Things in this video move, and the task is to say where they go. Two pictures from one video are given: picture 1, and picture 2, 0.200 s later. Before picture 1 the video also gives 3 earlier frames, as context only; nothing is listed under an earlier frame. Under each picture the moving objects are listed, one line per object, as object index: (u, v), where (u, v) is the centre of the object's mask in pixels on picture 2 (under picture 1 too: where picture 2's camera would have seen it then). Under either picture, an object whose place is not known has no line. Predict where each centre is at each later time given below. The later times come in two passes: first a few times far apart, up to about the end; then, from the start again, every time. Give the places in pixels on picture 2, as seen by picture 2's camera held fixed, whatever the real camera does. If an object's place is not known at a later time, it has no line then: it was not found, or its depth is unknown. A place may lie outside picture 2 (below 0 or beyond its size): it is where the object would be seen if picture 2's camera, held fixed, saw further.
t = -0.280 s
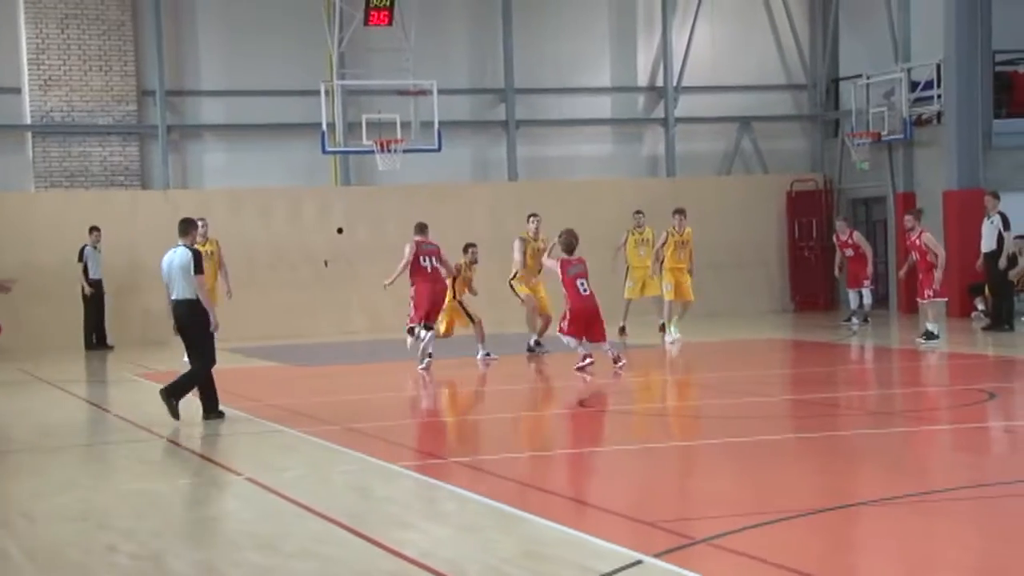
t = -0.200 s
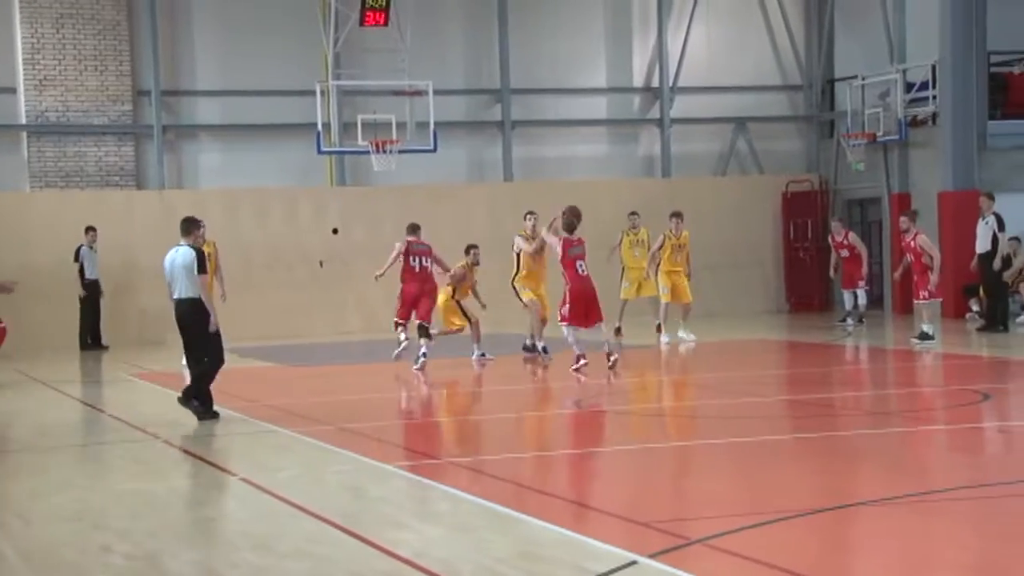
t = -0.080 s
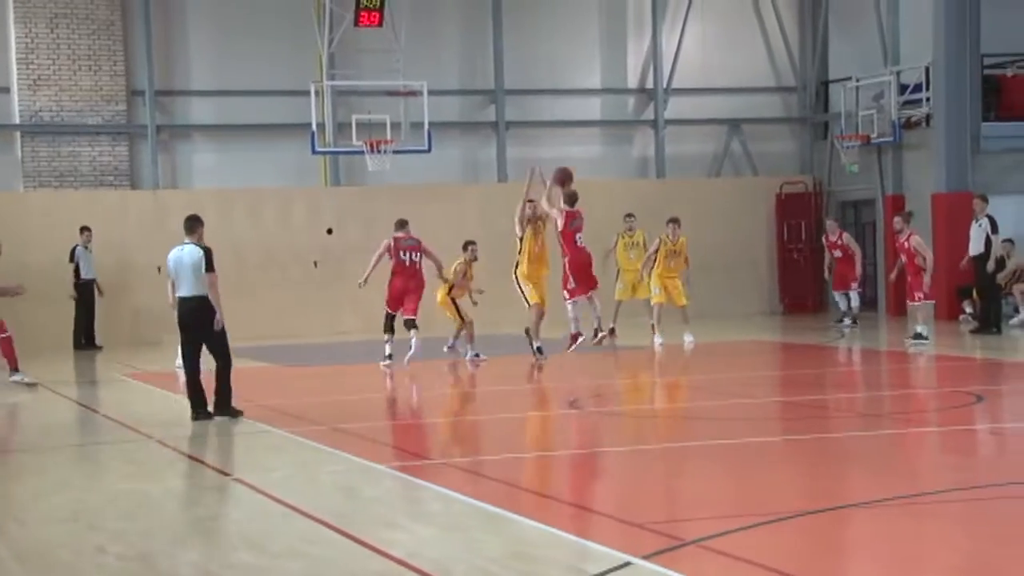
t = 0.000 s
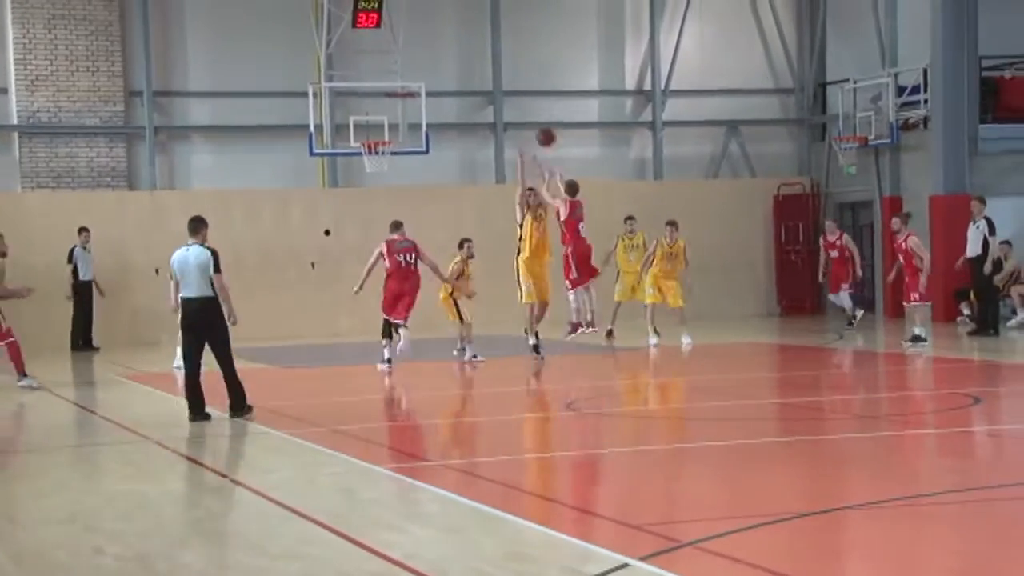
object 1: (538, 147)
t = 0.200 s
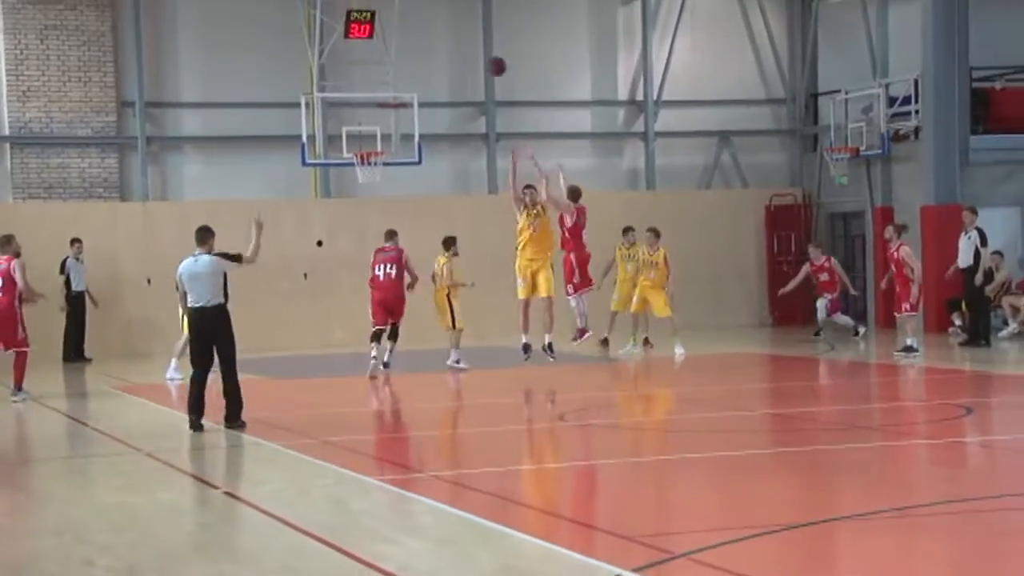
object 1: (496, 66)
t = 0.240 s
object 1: (489, 54)
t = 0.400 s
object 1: (460, 22)
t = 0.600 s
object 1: (427, 10)
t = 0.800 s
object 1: (398, 27)
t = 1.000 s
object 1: (373, 70)
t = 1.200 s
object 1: (351, 136)
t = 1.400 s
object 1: (323, 118)
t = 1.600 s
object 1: (289, 101)
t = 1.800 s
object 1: (254, 111)
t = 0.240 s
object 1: (489, 54)
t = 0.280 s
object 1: (481, 44)
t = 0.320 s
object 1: (474, 35)
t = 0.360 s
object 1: (467, 28)
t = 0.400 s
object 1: (460, 22)
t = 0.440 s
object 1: (453, 17)
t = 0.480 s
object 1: (446, 13)
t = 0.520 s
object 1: (440, 11)
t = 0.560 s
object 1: (433, 10)
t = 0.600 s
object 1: (427, 10)
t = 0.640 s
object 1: (421, 11)
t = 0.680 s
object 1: (415, 14)
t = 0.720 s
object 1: (409, 17)
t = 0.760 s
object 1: (404, 22)
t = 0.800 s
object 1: (398, 27)
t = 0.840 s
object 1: (393, 34)
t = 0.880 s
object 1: (387, 42)
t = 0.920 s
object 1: (382, 51)
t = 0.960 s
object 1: (377, 60)
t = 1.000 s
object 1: (373, 70)
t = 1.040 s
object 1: (368, 81)
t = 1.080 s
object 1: (364, 94)
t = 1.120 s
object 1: (360, 107)
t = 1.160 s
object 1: (355, 121)
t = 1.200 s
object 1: (351, 136)
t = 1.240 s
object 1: (350, 147)
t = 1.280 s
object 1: (345, 140)
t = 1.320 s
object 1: (338, 132)
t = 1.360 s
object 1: (331, 125)
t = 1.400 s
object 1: (323, 118)
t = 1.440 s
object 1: (317, 112)
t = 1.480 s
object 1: (310, 108)
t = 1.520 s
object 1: (303, 104)
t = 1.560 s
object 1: (295, 102)
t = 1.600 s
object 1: (289, 101)
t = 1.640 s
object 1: (282, 101)
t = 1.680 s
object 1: (275, 101)
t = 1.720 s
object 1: (268, 104)
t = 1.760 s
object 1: (261, 106)
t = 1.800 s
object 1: (254, 111)
